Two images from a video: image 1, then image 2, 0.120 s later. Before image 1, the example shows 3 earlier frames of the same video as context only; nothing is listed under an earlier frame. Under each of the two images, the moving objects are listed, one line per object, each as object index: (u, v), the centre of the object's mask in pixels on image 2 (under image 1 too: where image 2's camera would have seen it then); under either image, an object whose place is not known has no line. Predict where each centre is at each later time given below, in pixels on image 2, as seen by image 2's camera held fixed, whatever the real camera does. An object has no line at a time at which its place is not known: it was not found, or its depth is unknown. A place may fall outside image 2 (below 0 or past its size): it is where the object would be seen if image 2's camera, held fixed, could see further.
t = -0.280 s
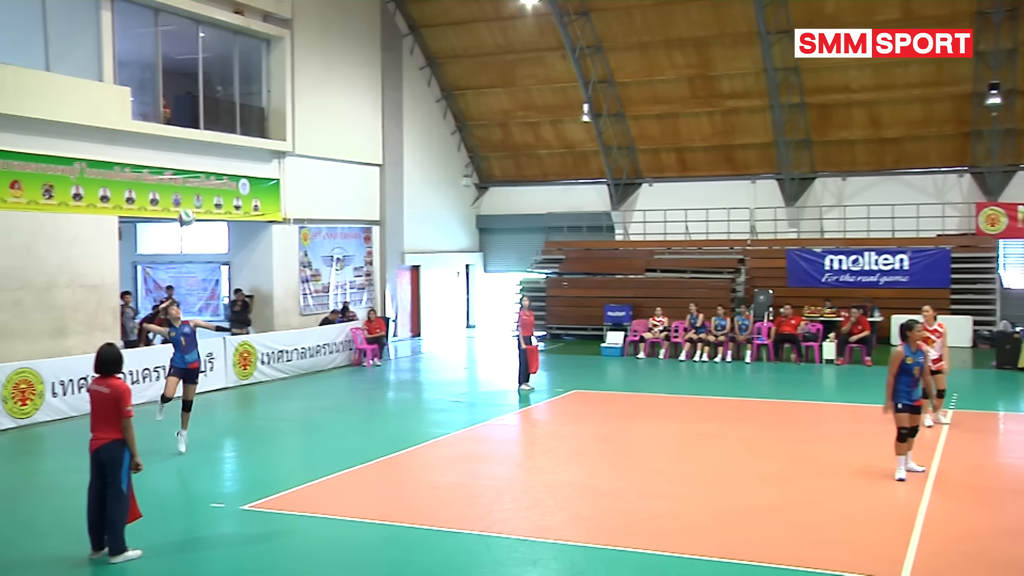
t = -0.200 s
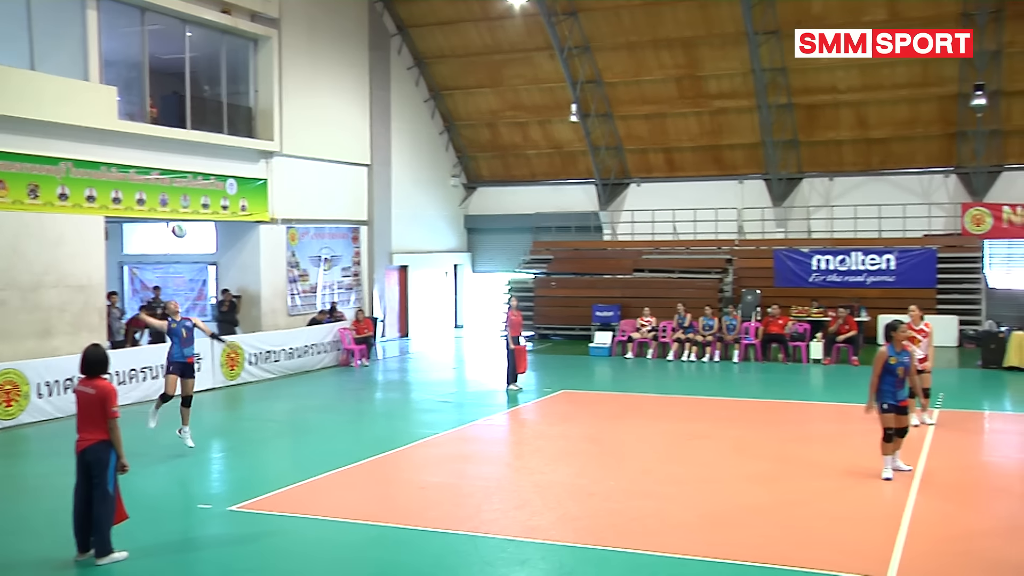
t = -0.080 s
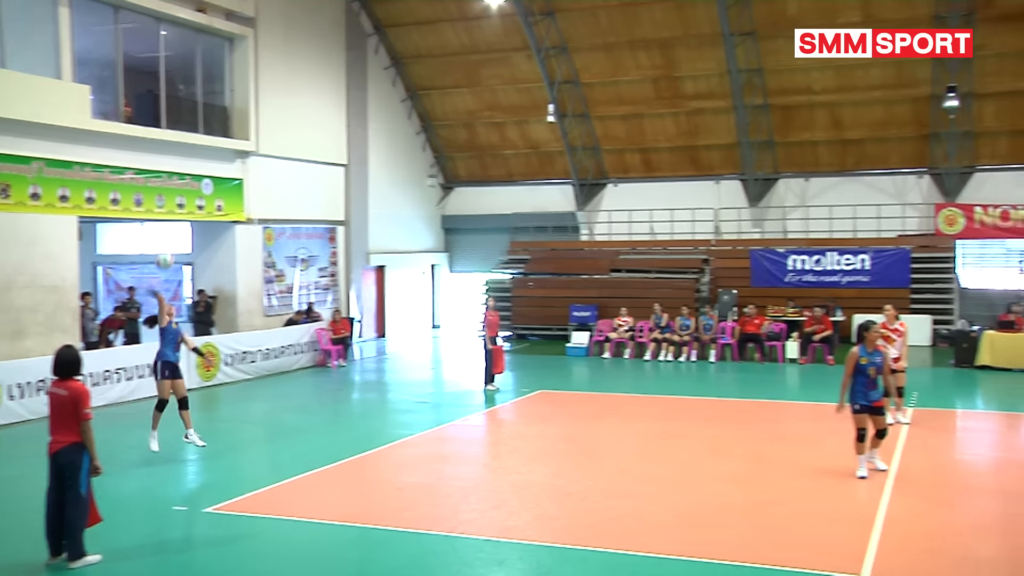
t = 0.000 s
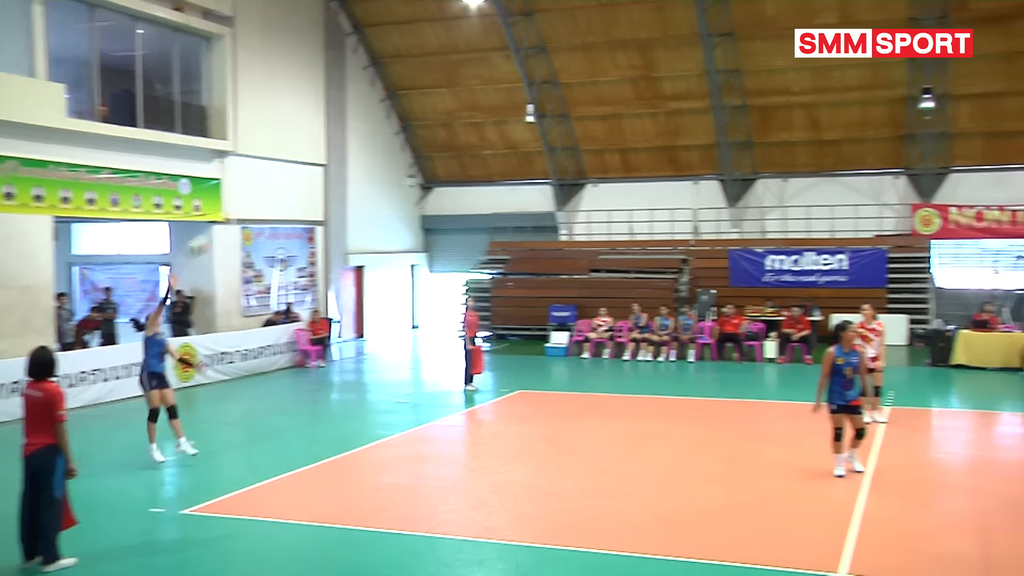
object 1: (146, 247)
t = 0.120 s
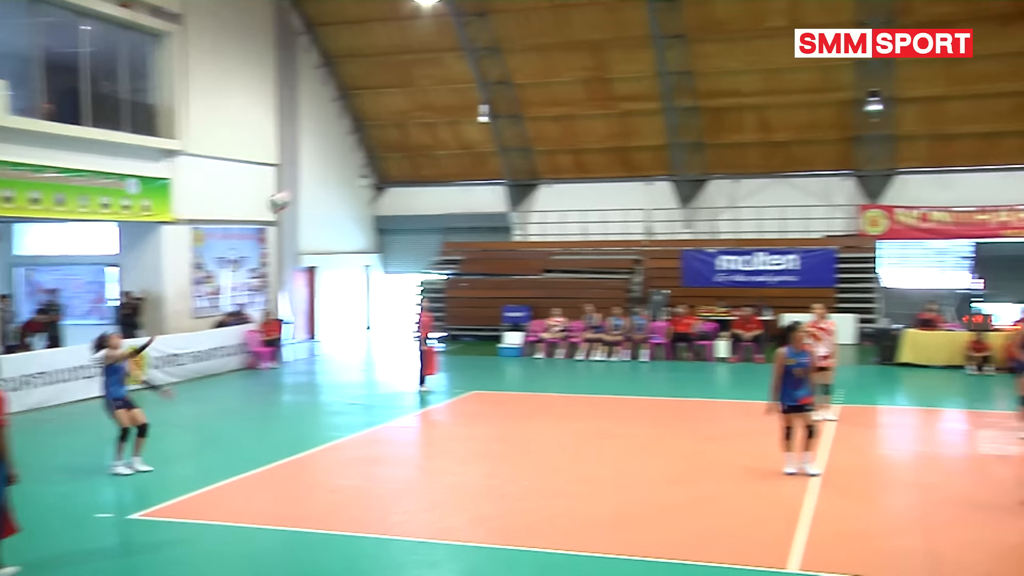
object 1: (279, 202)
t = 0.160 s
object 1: (326, 190)
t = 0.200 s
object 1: (374, 178)
